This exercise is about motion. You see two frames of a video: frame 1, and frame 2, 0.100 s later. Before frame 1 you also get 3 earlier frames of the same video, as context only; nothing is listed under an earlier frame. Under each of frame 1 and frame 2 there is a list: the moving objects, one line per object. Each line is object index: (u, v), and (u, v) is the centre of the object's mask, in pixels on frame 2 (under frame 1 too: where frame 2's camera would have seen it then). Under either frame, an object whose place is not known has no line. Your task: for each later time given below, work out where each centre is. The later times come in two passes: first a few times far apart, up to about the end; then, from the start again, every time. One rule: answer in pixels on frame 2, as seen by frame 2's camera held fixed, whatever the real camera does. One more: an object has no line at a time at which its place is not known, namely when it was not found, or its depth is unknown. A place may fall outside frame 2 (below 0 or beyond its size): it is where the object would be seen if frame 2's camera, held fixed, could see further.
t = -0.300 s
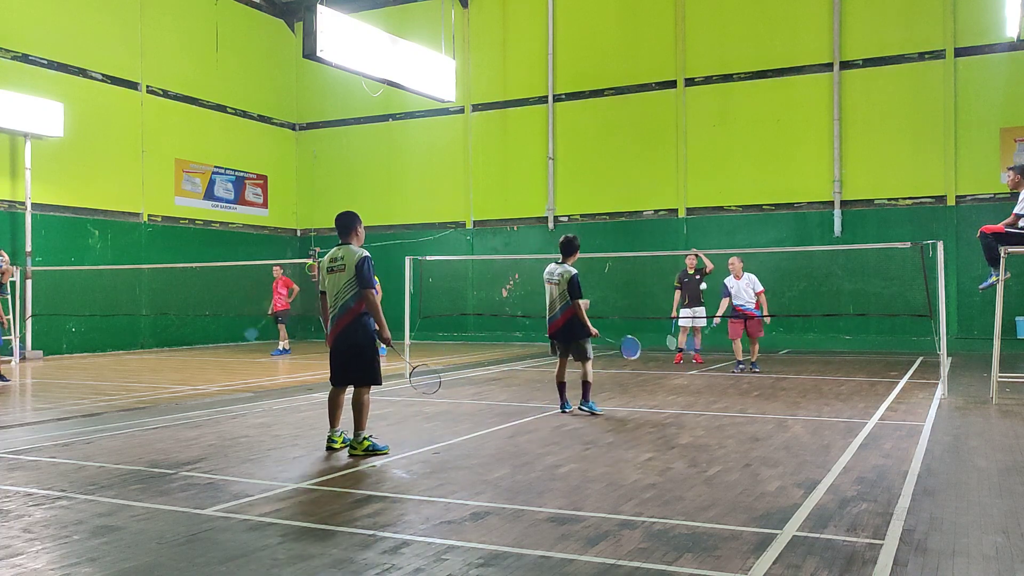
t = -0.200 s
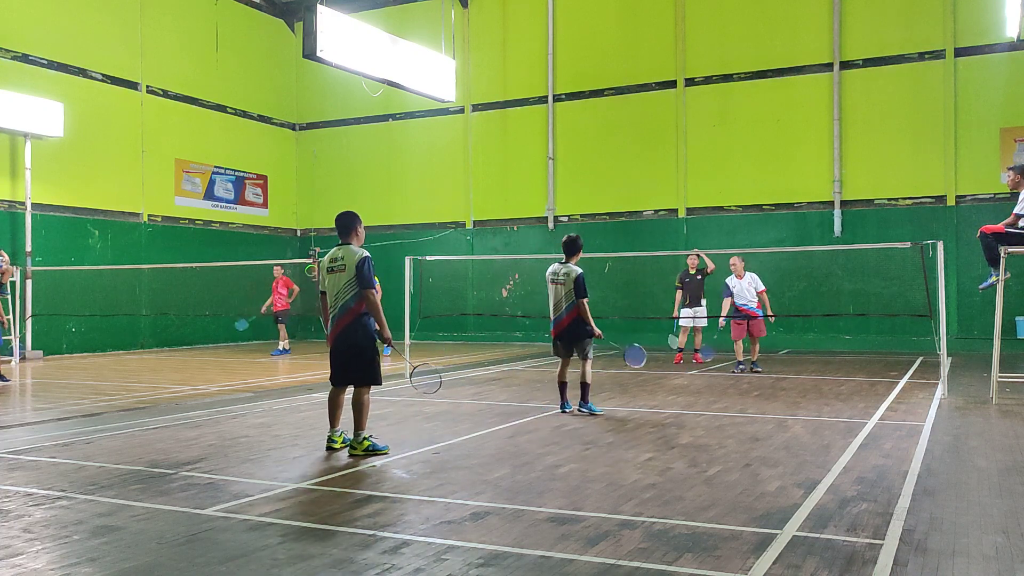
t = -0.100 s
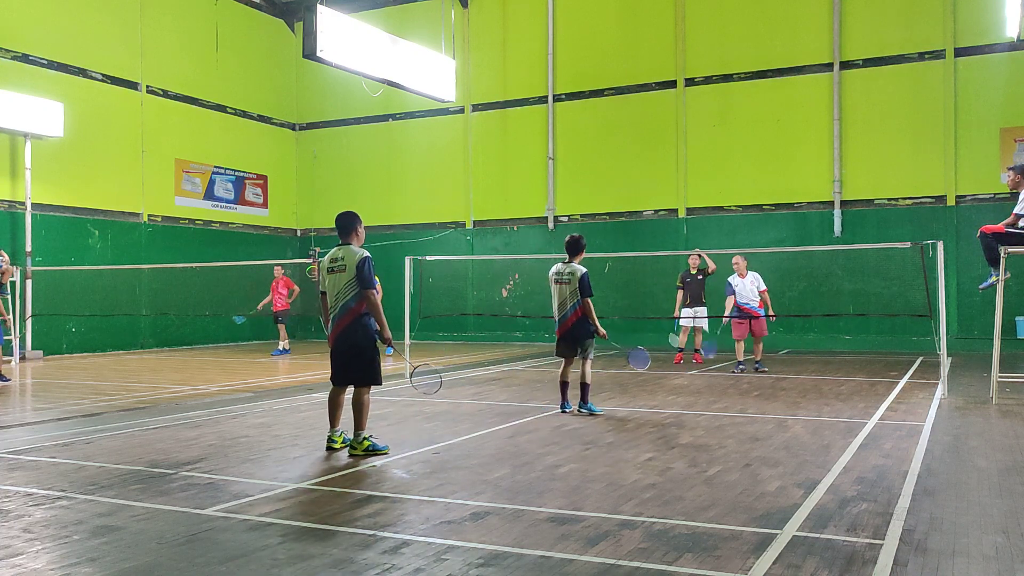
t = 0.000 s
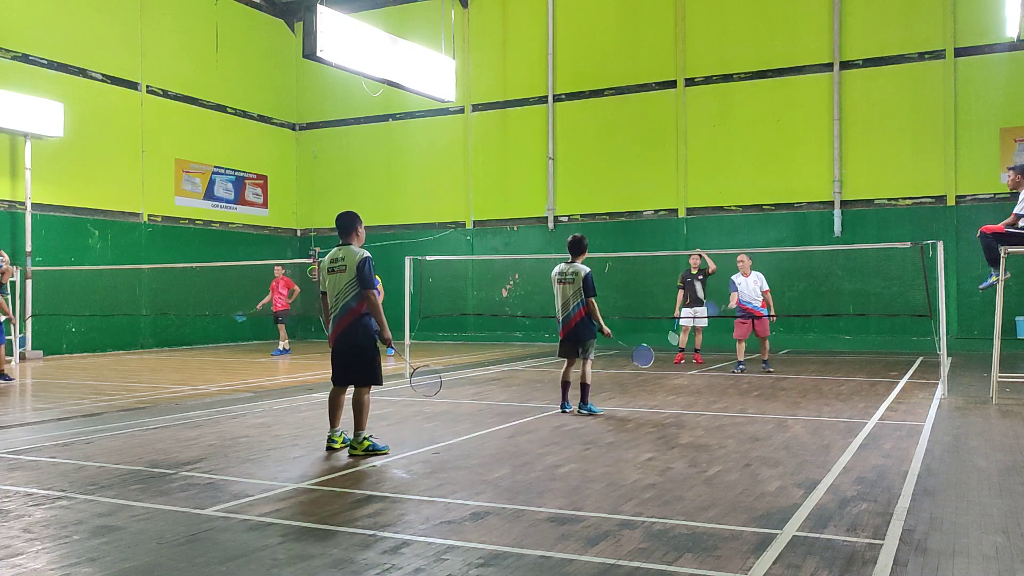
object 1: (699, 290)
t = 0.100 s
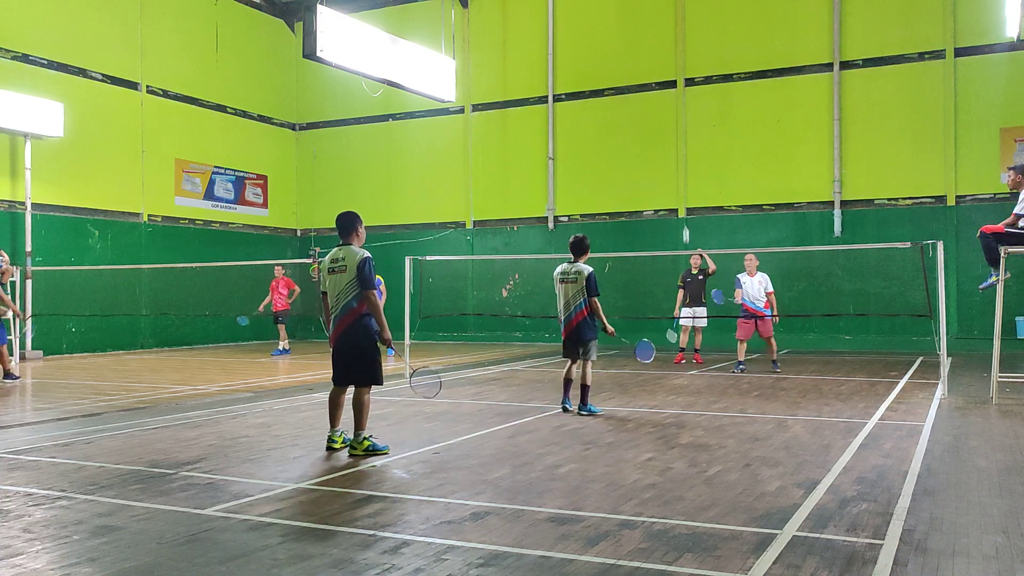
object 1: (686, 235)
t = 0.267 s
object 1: (673, 170)
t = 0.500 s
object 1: (653, 127)
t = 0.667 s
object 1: (638, 126)
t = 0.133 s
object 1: (685, 222)
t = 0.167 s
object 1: (682, 206)
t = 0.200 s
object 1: (679, 193)
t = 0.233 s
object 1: (676, 181)
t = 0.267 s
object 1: (673, 170)
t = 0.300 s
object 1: (670, 161)
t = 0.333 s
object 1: (667, 152)
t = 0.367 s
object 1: (664, 145)
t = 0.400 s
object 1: (662, 139)
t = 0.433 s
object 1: (659, 134)
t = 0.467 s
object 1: (656, 130)
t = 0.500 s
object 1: (653, 127)
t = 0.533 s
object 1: (651, 124)
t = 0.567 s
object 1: (648, 123)
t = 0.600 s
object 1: (645, 123)
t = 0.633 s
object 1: (642, 124)
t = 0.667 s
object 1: (638, 126)
